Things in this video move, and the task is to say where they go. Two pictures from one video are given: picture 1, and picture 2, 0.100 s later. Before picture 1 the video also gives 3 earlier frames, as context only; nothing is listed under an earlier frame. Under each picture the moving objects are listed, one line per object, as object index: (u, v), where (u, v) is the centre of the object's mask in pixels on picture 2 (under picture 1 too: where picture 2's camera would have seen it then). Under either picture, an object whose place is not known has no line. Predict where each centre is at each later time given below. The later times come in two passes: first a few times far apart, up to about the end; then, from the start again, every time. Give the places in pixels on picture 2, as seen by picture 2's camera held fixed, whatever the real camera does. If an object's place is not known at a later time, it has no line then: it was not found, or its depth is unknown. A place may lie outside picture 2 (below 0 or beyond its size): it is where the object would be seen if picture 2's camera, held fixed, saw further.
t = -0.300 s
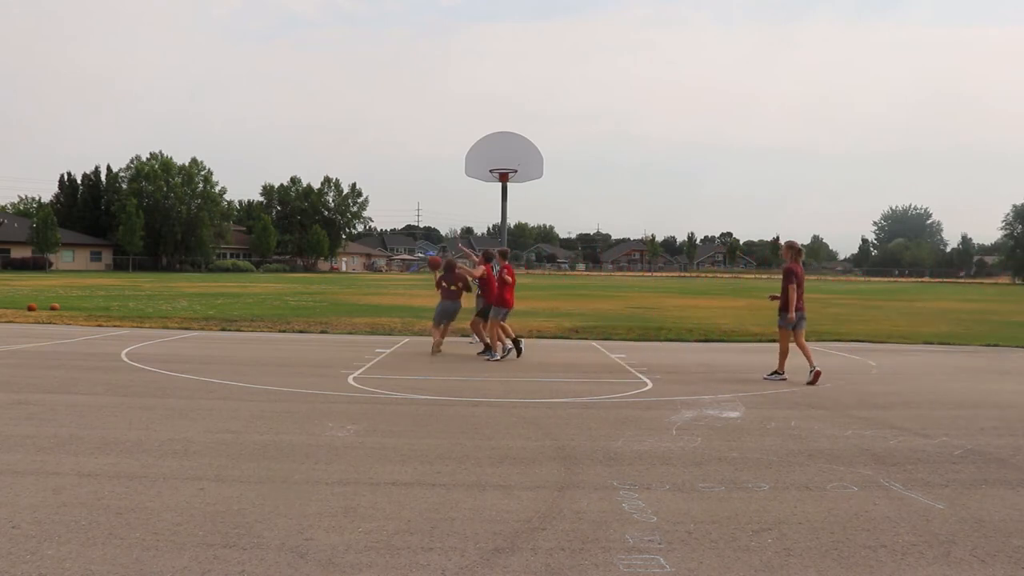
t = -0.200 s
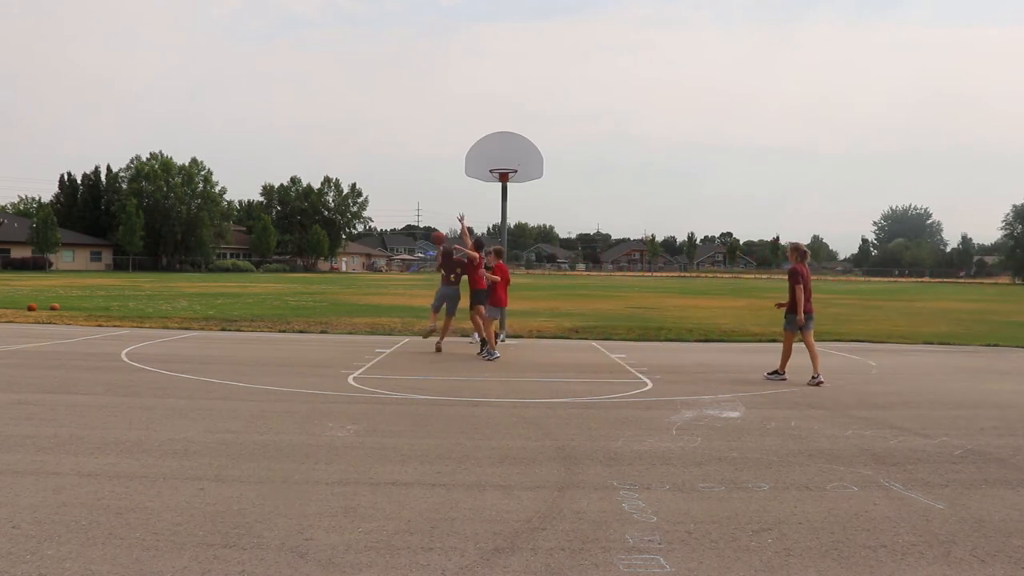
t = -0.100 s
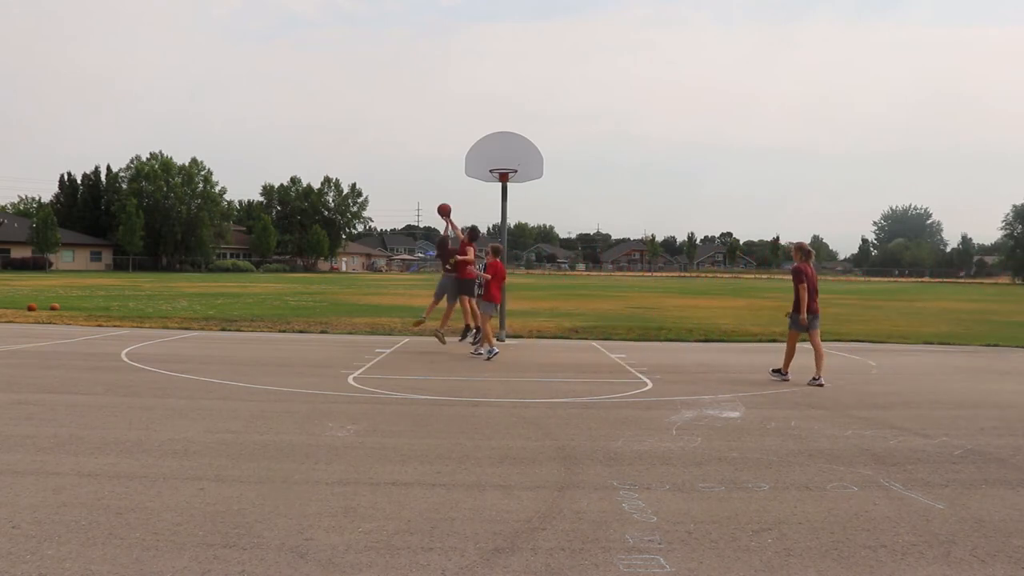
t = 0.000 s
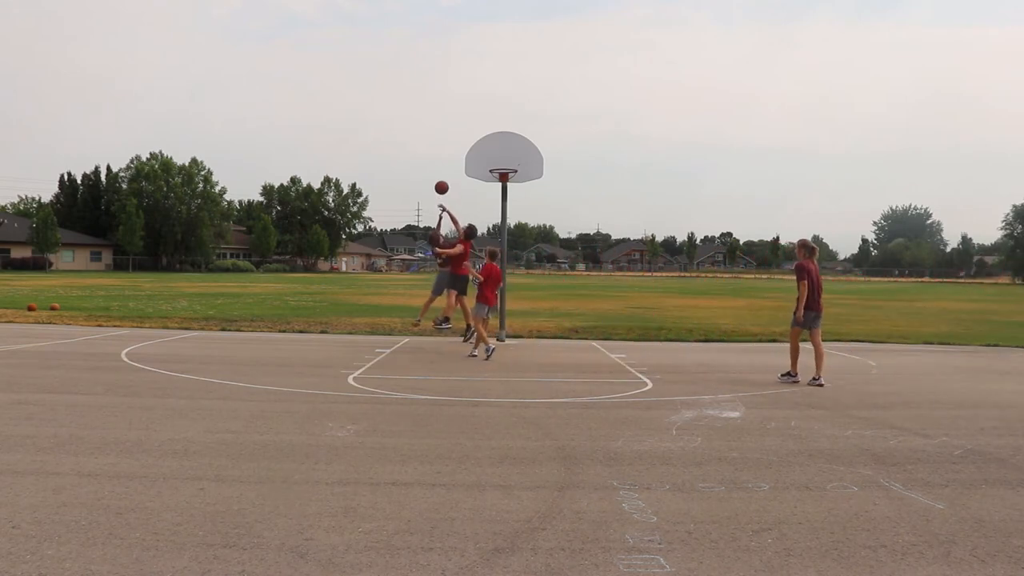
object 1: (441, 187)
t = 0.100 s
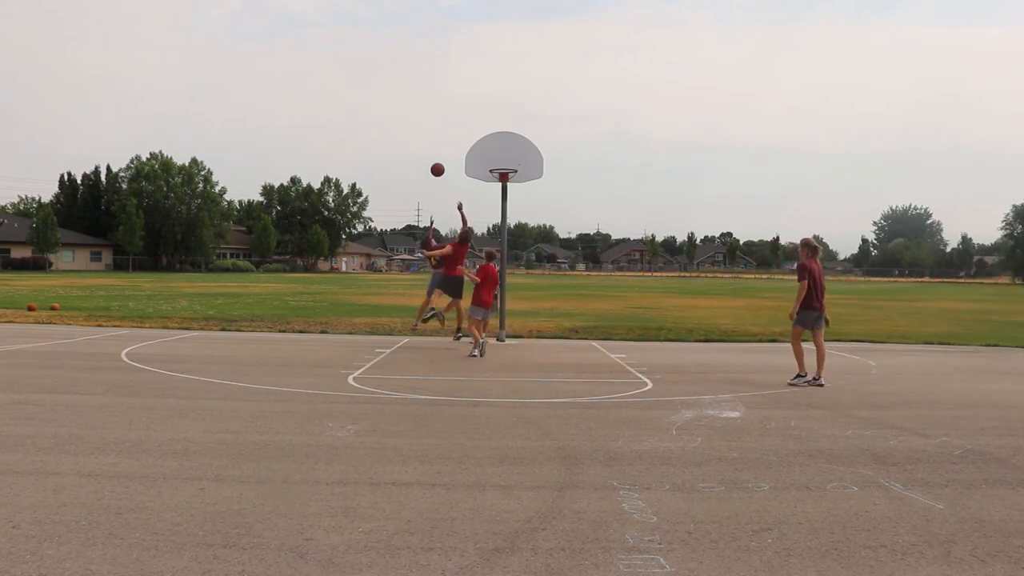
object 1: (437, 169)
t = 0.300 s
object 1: (429, 151)
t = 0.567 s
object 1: (417, 163)
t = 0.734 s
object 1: (409, 192)
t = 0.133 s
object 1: (436, 165)
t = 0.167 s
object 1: (435, 161)
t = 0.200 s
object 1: (433, 157)
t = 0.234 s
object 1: (432, 155)
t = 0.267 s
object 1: (430, 152)
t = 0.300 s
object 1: (429, 151)
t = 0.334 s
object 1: (427, 150)
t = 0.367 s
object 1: (426, 150)
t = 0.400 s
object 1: (424, 151)
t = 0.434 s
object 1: (423, 152)
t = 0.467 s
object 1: (422, 153)
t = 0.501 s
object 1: (420, 156)
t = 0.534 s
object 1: (418, 159)
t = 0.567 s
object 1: (417, 163)
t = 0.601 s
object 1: (415, 167)
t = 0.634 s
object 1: (414, 172)
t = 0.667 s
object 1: (412, 178)
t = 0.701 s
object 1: (410, 185)
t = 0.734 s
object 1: (409, 192)
